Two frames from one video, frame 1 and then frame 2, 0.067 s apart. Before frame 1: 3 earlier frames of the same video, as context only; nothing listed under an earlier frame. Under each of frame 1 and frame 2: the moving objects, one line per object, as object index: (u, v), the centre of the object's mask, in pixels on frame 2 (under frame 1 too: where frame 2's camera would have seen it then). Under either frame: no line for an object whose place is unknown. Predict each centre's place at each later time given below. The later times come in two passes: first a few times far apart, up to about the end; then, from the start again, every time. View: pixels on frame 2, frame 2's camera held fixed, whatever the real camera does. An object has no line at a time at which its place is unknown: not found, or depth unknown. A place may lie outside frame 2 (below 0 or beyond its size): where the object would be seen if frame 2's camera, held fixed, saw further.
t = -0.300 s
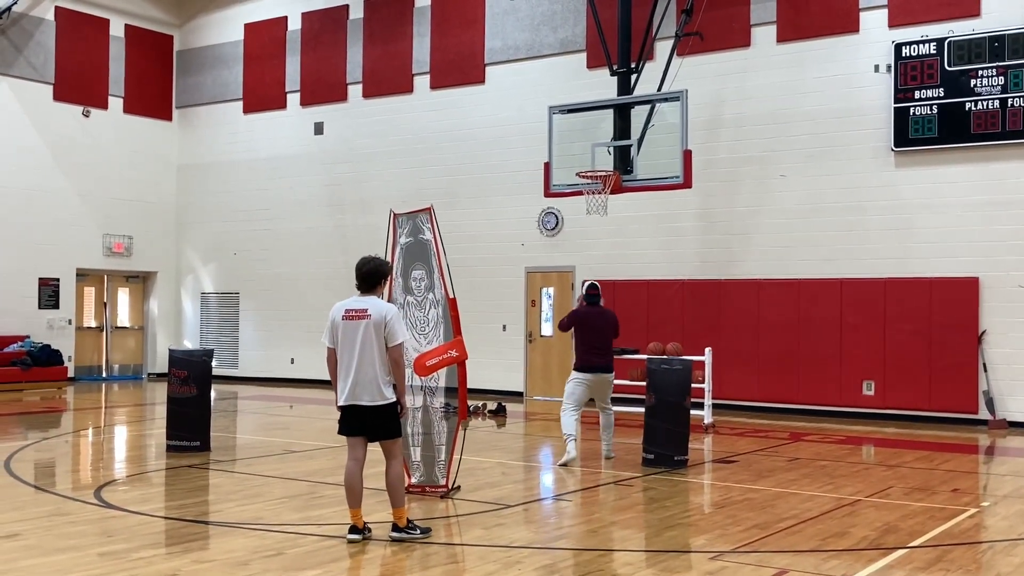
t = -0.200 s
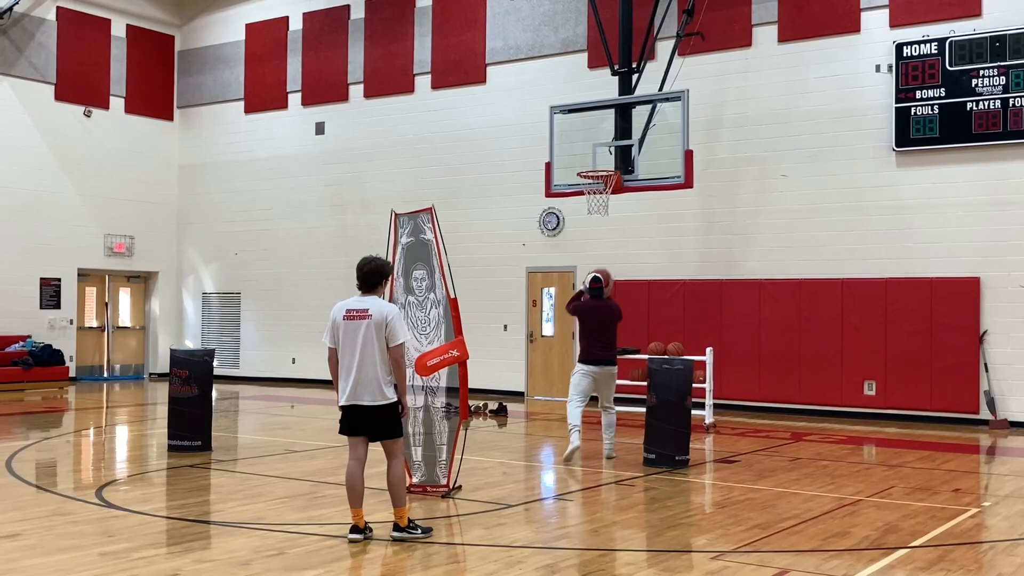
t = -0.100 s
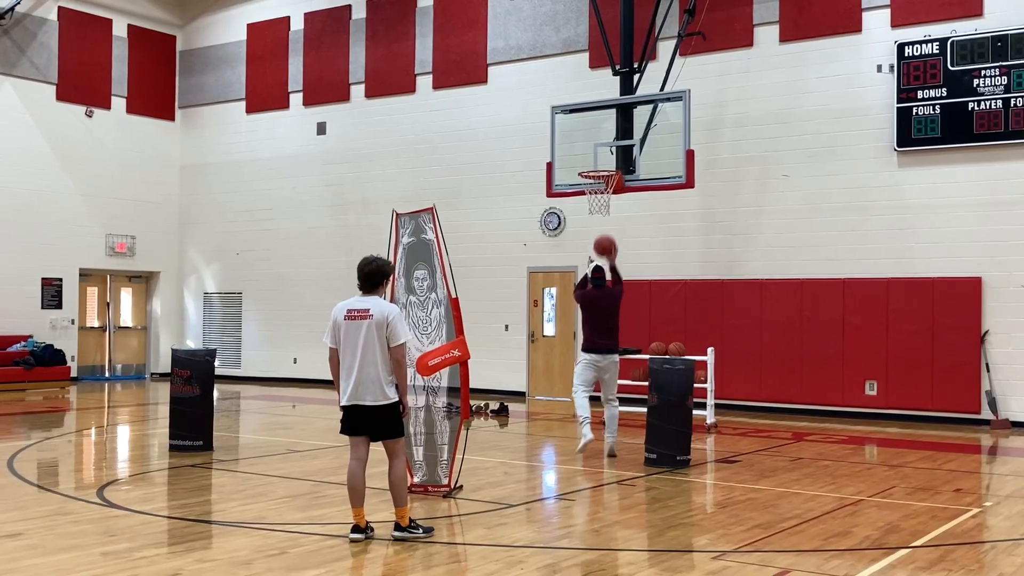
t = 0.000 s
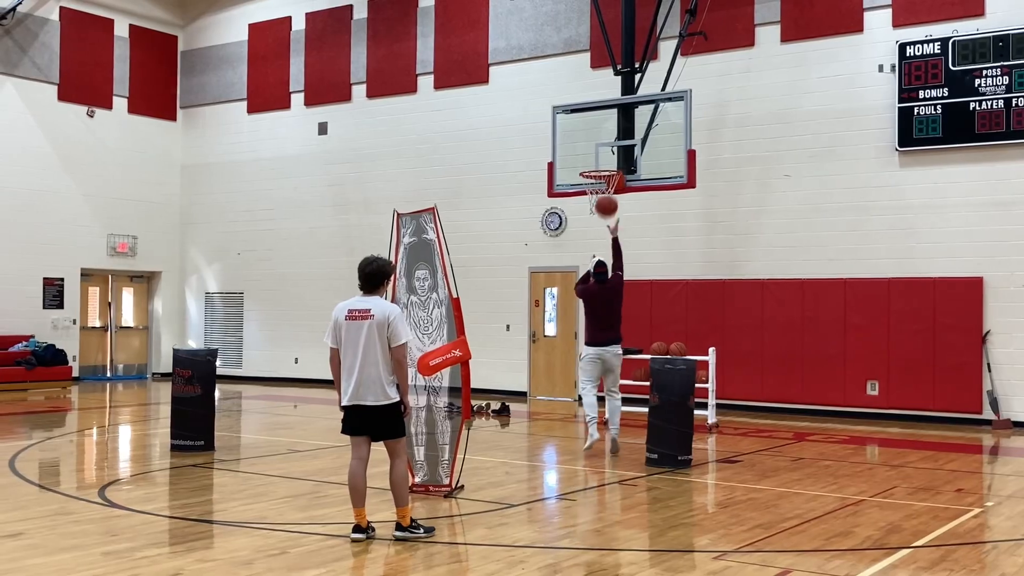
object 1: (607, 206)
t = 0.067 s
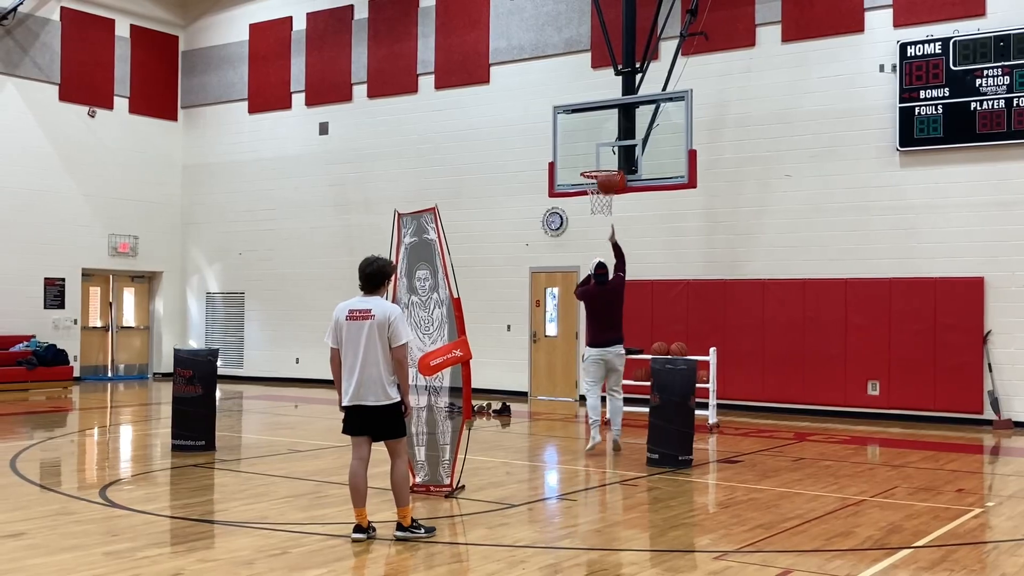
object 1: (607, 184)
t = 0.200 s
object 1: (608, 153)
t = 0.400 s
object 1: (610, 138)
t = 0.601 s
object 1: (610, 158)
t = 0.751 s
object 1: (605, 186)
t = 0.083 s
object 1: (608, 179)
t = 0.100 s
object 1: (608, 174)
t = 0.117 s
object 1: (608, 170)
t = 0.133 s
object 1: (608, 166)
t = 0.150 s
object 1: (608, 162)
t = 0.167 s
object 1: (608, 159)
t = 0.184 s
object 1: (609, 156)
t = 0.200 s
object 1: (608, 153)
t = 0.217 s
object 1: (609, 150)
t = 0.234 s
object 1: (609, 148)
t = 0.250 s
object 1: (609, 146)
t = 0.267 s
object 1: (609, 144)
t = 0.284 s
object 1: (609, 142)
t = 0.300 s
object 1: (609, 141)
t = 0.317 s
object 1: (609, 140)
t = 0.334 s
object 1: (609, 139)
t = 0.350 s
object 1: (609, 139)
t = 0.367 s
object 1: (610, 138)
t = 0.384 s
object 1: (610, 138)
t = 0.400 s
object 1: (610, 138)
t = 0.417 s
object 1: (610, 139)
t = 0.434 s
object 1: (610, 139)
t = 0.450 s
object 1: (610, 140)
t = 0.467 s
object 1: (610, 141)
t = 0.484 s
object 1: (610, 143)
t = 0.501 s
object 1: (610, 144)
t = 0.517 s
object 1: (610, 146)
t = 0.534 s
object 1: (610, 148)
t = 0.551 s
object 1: (610, 150)
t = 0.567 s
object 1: (610, 153)
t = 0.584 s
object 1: (610, 156)
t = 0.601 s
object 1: (610, 158)
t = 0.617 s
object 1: (611, 161)
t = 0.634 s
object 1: (611, 163)
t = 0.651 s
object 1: (611, 165)
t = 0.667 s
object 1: (610, 167)
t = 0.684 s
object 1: (610, 168)
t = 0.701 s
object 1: (607, 179)
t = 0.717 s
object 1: (606, 181)
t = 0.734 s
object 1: (605, 183)
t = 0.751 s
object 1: (605, 186)
